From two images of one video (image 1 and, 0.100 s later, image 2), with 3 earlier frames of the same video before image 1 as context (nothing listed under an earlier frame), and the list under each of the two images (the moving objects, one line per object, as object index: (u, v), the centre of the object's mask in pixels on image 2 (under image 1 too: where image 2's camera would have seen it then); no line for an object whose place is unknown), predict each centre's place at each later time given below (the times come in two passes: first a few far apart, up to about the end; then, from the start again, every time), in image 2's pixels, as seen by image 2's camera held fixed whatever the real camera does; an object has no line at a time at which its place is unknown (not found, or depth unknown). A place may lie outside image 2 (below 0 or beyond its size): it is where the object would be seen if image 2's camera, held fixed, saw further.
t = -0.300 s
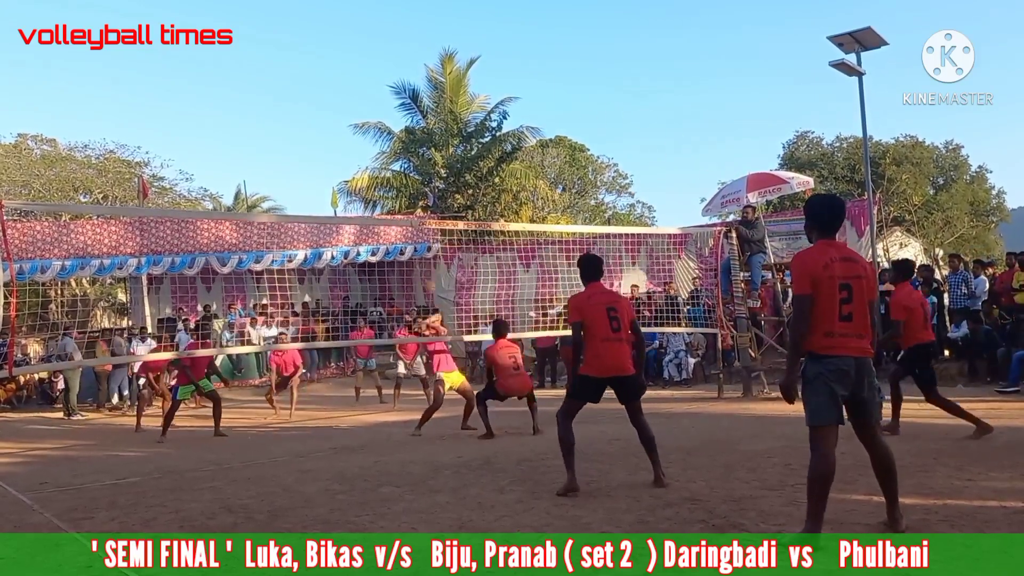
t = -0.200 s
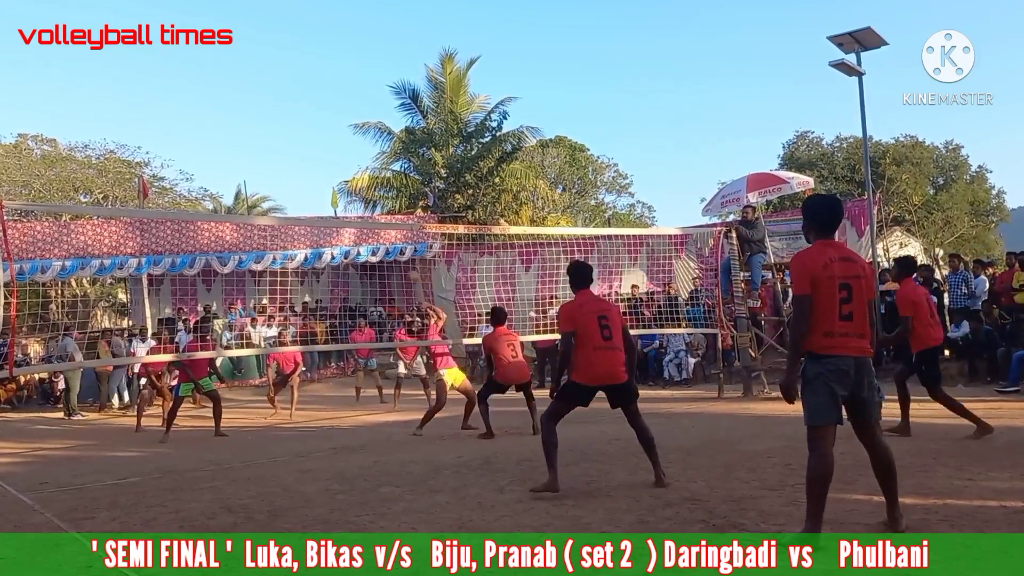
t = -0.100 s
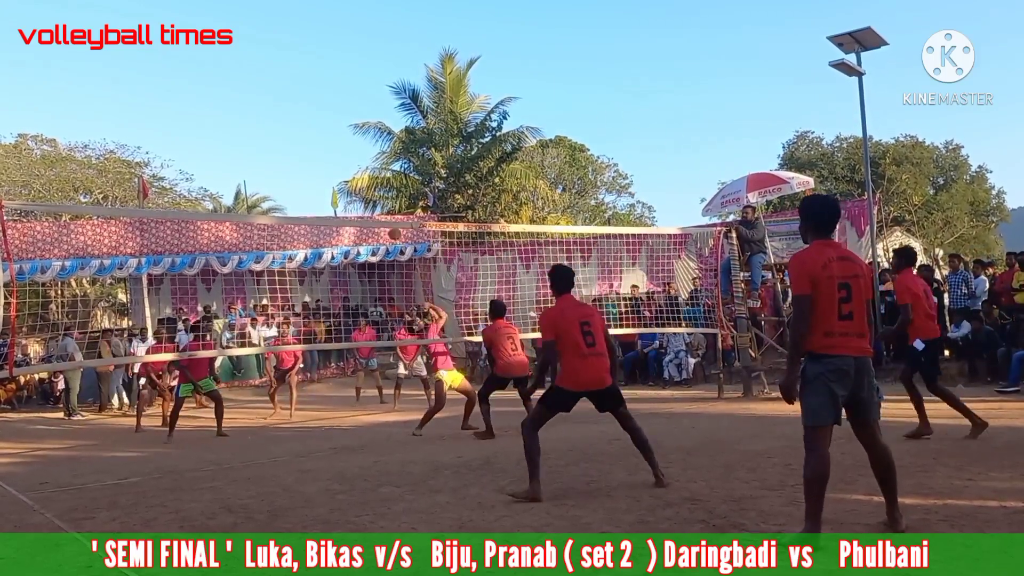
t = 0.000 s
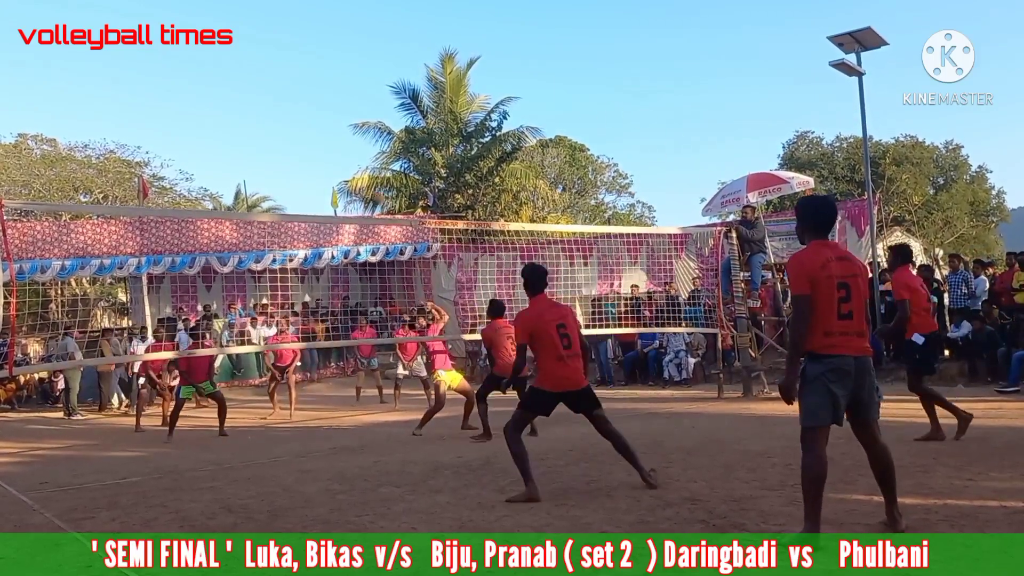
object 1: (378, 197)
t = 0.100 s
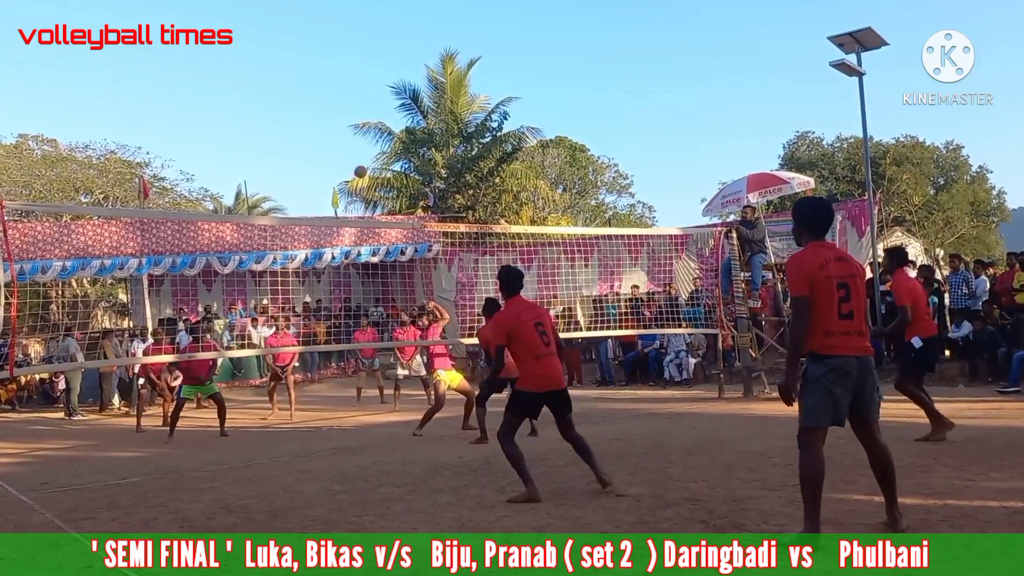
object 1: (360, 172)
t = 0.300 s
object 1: (328, 142)
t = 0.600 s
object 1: (283, 156)
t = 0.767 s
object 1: (262, 193)
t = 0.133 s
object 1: (355, 165)
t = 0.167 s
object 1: (349, 158)
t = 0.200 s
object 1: (343, 153)
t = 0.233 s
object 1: (338, 148)
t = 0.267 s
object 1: (333, 145)
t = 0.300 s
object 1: (328, 142)
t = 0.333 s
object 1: (323, 140)
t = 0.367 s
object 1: (317, 139)
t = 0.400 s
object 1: (312, 139)
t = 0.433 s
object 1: (307, 140)
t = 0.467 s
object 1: (302, 142)
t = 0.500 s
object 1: (298, 144)
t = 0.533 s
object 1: (293, 147)
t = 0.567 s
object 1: (288, 151)
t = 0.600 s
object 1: (283, 156)
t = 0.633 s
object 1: (279, 162)
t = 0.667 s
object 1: (274, 169)
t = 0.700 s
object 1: (270, 176)
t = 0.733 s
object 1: (266, 184)
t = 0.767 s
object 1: (262, 193)
